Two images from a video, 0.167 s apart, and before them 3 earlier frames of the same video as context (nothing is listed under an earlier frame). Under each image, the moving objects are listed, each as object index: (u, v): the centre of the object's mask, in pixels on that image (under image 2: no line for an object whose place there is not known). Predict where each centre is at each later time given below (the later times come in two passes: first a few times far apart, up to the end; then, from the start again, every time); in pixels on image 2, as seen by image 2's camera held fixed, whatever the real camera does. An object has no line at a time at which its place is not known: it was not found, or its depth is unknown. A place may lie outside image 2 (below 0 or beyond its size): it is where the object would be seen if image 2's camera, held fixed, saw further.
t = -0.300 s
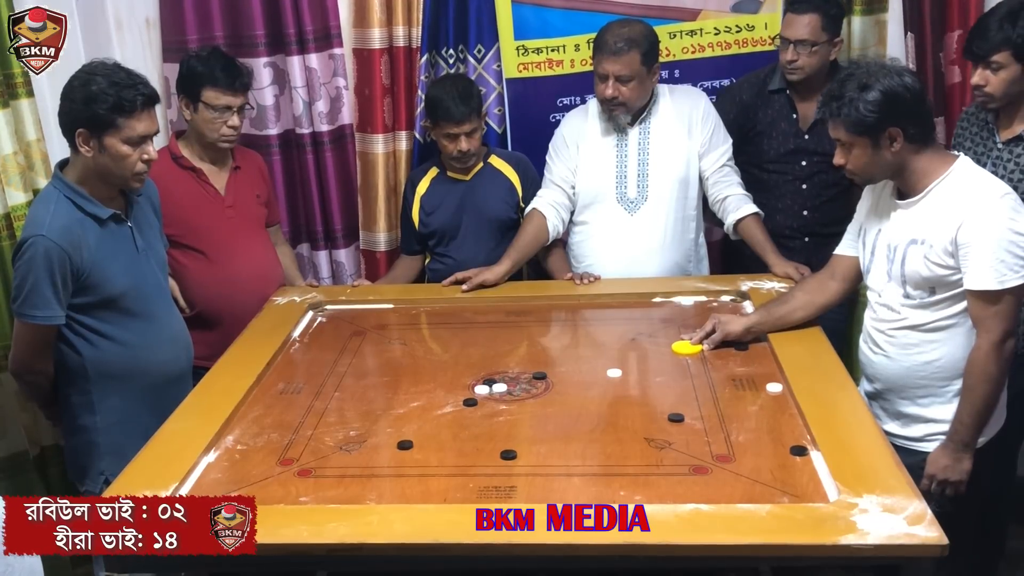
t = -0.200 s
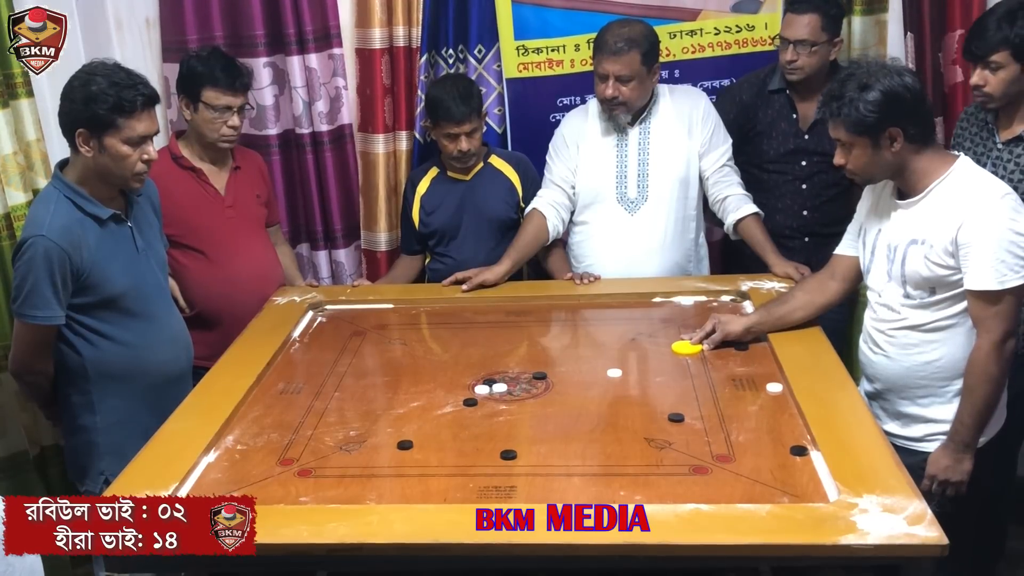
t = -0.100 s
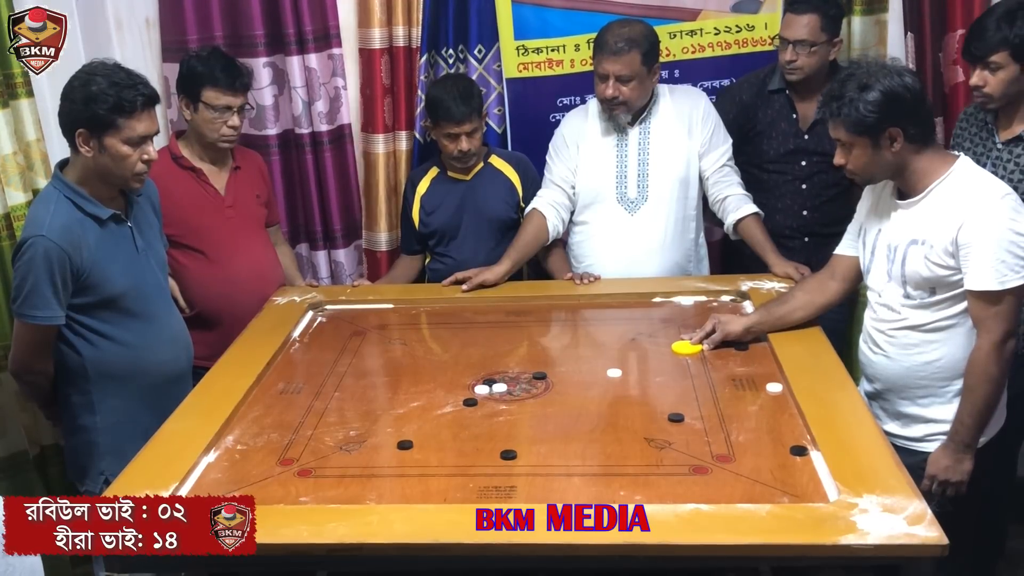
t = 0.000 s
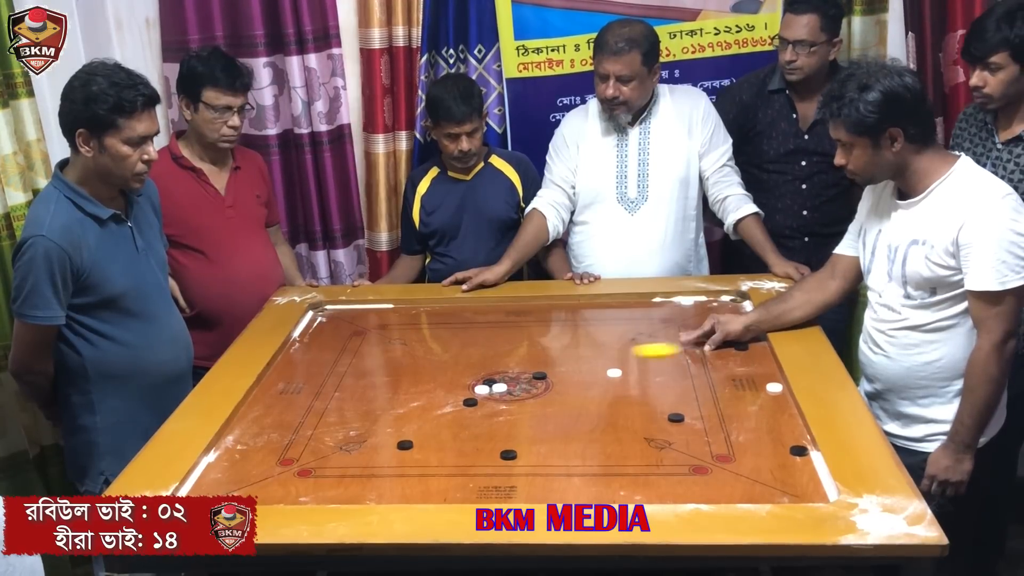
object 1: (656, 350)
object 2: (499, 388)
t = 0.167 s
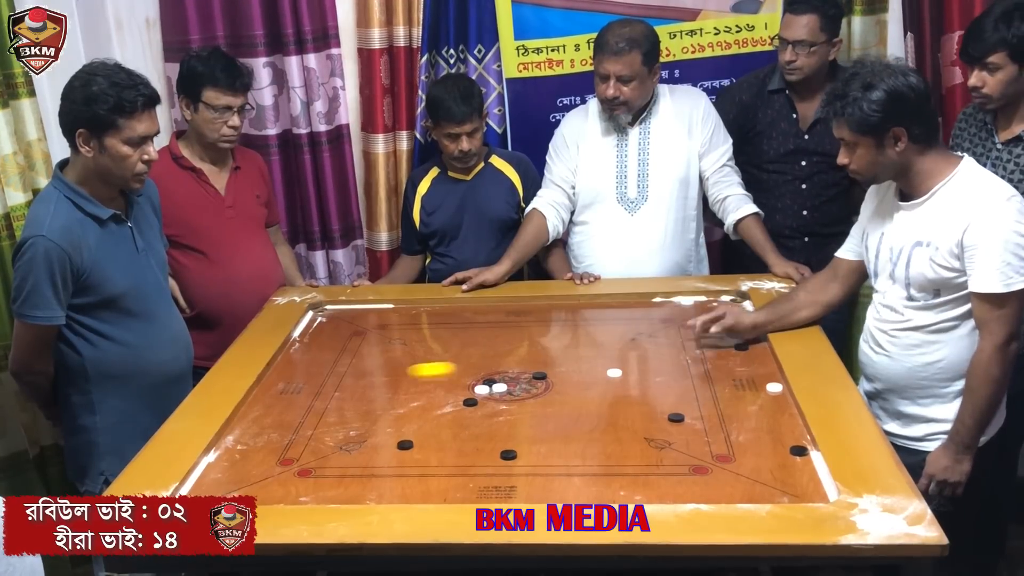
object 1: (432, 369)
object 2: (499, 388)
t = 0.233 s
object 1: (345, 377)
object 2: (499, 388)
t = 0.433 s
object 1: (401, 392)
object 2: (499, 388)
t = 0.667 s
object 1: (551, 406)
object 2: (546, 383)
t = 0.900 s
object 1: (661, 420)
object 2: (594, 378)
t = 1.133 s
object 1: (725, 432)
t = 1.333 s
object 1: (759, 437)
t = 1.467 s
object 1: (769, 439)
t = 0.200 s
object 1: (389, 373)
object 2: (499, 388)
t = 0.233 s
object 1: (345, 377)
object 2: (499, 388)
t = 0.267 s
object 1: (302, 381)
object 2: (499, 388)
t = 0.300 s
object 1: (283, 384)
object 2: (499, 388)
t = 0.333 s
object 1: (312, 386)
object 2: (499, 388)
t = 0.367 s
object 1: (342, 388)
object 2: (499, 388)
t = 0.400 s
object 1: (372, 390)
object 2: (499, 388)
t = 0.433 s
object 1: (401, 392)
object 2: (499, 388)
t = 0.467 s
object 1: (431, 393)
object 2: (499, 388)
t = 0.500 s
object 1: (458, 395)
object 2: (499, 387)
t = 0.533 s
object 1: (480, 397)
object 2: (506, 387)
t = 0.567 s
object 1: (498, 399)
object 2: (516, 386)
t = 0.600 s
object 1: (516, 401)
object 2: (527, 385)
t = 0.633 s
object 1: (533, 404)
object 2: (537, 384)
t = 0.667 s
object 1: (551, 406)
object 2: (546, 383)
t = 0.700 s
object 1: (568, 408)
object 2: (555, 382)
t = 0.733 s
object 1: (585, 410)
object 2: (563, 381)
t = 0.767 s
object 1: (601, 412)
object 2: (570, 381)
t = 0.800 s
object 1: (618, 414)
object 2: (577, 380)
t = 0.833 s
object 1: (634, 416)
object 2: (583, 379)
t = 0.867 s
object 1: (649, 418)
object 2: (589, 378)
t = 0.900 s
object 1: (661, 420)
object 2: (594, 378)
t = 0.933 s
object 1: (671, 422)
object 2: (598, 377)
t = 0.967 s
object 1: (682, 424)
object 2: (602, 377)
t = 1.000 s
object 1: (692, 426)
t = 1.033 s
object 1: (701, 428)
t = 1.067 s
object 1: (709, 429)
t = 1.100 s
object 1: (718, 430)
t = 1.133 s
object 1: (725, 432)
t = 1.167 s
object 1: (733, 433)
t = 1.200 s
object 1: (739, 434)
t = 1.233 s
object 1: (745, 435)
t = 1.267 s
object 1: (750, 436)
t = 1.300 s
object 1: (755, 437)
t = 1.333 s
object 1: (759, 437)
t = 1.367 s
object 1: (763, 438)
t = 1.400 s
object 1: (765, 439)
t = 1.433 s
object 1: (767, 439)
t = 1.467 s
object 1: (769, 439)
